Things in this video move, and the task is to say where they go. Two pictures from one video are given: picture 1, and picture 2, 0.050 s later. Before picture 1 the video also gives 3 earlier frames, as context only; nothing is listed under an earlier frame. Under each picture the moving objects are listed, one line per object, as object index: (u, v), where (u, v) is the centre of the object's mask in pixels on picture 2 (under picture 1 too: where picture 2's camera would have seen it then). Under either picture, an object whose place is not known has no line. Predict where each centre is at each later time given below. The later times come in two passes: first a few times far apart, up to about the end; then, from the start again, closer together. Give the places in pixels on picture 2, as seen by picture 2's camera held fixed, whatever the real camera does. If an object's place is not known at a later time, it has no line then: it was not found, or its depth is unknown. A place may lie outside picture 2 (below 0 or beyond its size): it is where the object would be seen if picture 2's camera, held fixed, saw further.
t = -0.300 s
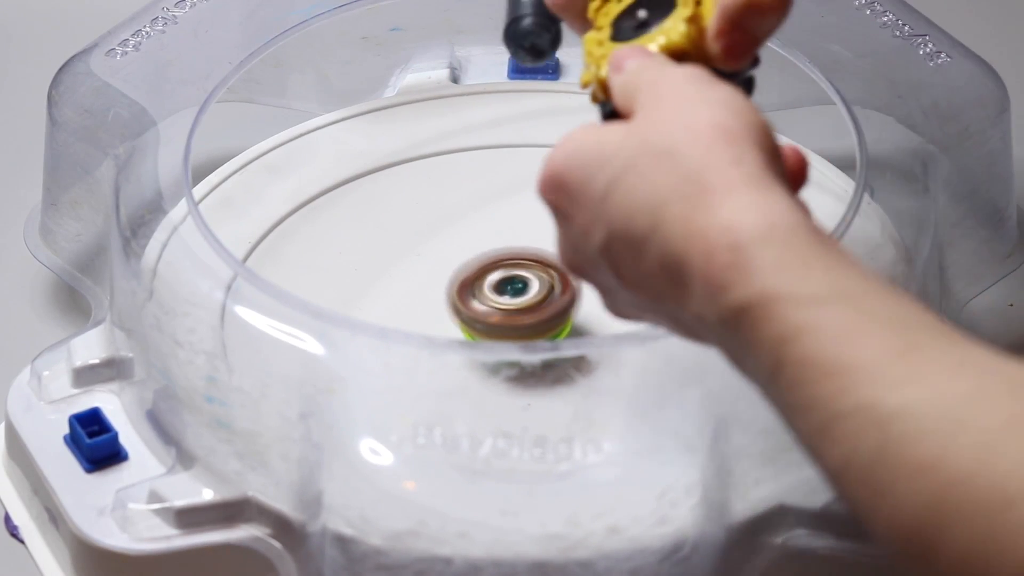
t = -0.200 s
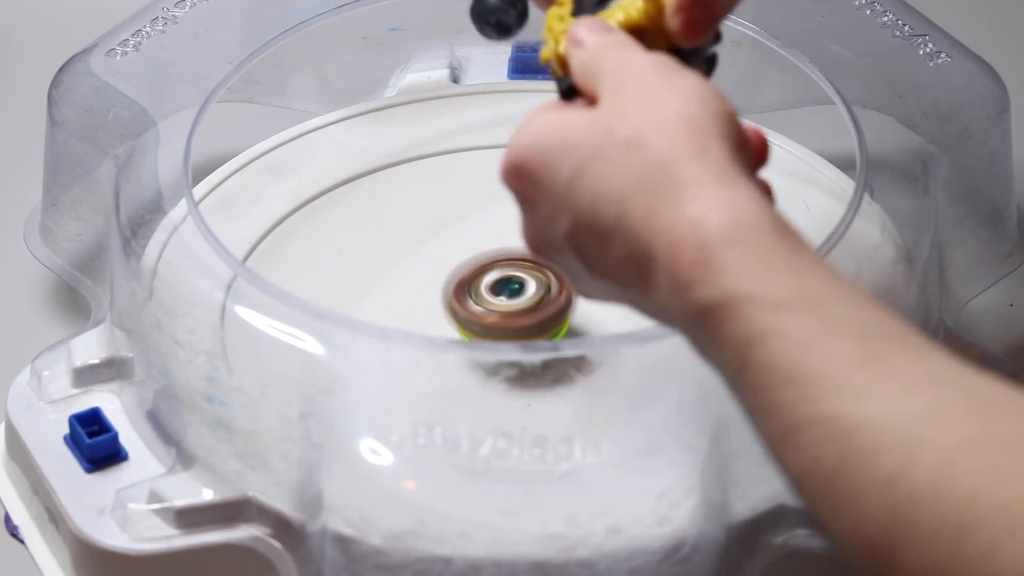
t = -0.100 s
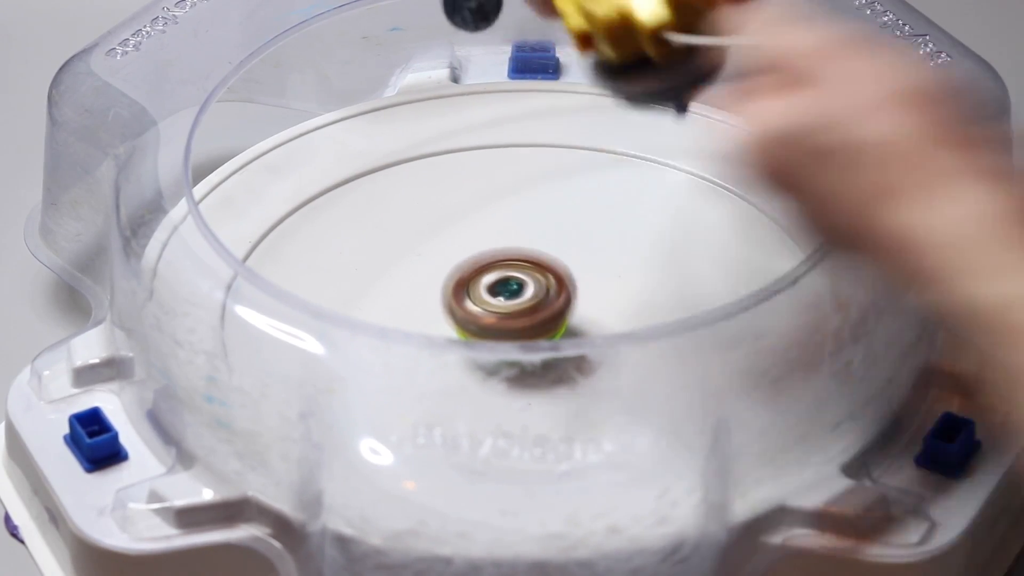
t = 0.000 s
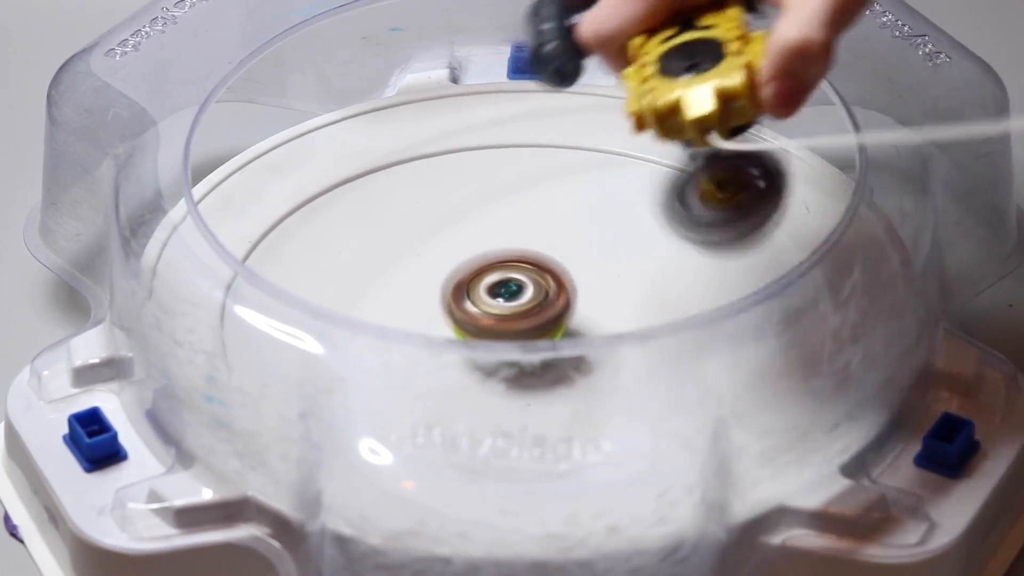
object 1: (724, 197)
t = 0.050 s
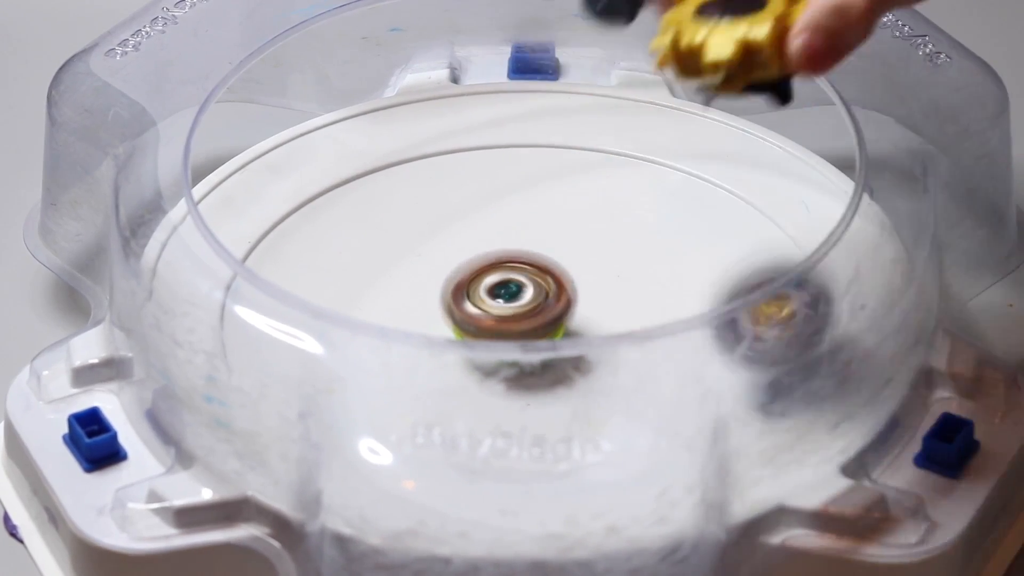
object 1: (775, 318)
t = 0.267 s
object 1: (587, 362)
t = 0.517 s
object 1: (506, 174)
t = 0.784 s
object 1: (763, 209)
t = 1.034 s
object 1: (700, 367)
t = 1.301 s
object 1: (500, 229)
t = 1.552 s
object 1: (718, 179)
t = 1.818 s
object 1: (550, 361)
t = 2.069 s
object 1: (338, 163)
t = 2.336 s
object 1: (668, 177)
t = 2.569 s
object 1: (506, 392)
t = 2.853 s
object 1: (273, 212)
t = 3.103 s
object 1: (569, 209)
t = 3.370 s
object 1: (656, 394)
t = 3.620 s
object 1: (341, 370)
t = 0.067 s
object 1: (766, 336)
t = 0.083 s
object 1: (739, 319)
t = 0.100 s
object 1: (713, 306)
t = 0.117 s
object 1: (684, 288)
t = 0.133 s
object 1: (660, 290)
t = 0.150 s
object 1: (635, 296)
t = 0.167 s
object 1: (604, 304)
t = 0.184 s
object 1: (586, 332)
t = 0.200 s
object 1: (598, 359)
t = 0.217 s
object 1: (598, 360)
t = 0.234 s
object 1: (596, 358)
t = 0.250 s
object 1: (593, 361)
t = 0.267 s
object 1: (587, 362)
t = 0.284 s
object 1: (579, 359)
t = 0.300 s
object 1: (568, 355)
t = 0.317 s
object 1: (554, 352)
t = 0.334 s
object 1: (546, 341)
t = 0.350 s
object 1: (535, 319)
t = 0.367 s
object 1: (521, 313)
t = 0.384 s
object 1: (510, 306)
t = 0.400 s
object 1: (500, 297)
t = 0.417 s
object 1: (493, 283)
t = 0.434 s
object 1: (487, 264)
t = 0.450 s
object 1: (486, 247)
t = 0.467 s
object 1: (487, 228)
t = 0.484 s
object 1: (491, 210)
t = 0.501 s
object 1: (498, 192)
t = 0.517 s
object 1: (506, 174)
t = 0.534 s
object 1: (518, 157)
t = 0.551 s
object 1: (531, 141)
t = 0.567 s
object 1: (548, 126)
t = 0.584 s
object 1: (565, 113)
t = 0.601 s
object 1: (581, 110)
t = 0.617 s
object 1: (598, 113)
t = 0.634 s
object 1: (615, 121)
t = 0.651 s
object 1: (632, 137)
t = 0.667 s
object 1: (648, 144)
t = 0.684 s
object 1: (667, 152)
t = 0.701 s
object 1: (686, 158)
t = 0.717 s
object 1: (706, 164)
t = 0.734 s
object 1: (723, 172)
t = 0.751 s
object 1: (739, 183)
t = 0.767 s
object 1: (752, 195)
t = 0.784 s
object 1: (763, 209)
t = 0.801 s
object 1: (767, 225)
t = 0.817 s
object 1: (764, 239)
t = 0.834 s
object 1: (758, 252)
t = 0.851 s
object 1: (762, 276)
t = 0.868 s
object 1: (764, 289)
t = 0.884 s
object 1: (762, 302)
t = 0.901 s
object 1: (755, 314)
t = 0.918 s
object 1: (744, 327)
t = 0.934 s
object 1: (729, 338)
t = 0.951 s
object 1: (722, 346)
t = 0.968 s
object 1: (727, 349)
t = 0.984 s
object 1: (727, 353)
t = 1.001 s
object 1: (721, 355)
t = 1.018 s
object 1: (713, 363)
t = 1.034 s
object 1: (700, 367)
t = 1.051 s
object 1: (683, 368)
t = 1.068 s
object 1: (667, 367)
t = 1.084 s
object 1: (646, 370)
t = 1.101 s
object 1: (623, 368)
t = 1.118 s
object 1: (602, 327)
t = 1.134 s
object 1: (583, 327)
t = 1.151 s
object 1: (565, 325)
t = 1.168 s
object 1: (551, 320)
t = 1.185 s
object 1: (536, 315)
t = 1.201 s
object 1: (523, 309)
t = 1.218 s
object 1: (512, 301)
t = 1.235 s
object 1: (505, 289)
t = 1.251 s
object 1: (499, 274)
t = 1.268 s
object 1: (497, 260)
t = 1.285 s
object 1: (497, 245)
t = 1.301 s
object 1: (500, 229)
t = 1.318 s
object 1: (505, 214)
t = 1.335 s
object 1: (512, 199)
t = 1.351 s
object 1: (523, 184)
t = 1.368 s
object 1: (535, 170)
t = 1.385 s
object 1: (549, 156)
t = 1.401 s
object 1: (565, 144)
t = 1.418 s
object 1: (584, 133)
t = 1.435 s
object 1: (603, 124)
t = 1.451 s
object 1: (624, 118)
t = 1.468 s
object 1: (640, 122)
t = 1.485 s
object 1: (655, 133)
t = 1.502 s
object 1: (670, 151)
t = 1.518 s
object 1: (686, 160)
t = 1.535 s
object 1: (701, 170)
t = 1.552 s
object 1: (718, 179)
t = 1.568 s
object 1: (732, 190)
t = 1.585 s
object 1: (743, 201)
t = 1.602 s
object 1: (751, 214)
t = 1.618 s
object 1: (755, 228)
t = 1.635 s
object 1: (754, 241)
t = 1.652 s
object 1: (749, 253)
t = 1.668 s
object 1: (736, 265)
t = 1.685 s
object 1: (716, 277)
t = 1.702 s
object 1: (709, 294)
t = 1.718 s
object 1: (699, 306)
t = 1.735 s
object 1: (684, 320)
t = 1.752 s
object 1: (663, 336)
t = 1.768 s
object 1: (635, 347)
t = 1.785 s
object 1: (607, 357)
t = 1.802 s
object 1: (579, 361)
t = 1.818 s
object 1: (550, 361)
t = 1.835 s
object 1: (522, 360)
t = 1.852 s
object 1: (495, 356)
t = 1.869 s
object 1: (465, 350)
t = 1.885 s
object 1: (439, 340)
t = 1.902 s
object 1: (421, 312)
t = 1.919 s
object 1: (398, 303)
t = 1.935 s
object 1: (380, 294)
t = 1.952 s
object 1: (362, 282)
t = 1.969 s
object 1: (346, 269)
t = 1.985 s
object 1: (334, 252)
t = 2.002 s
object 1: (329, 234)
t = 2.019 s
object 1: (326, 217)
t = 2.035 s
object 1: (327, 198)
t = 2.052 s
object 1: (331, 180)
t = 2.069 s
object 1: (338, 163)
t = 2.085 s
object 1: (347, 146)
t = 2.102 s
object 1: (367, 136)
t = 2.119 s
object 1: (392, 132)
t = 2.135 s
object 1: (418, 132)
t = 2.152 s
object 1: (441, 126)
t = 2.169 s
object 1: (465, 122)
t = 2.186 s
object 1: (490, 118)
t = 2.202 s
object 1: (513, 117)
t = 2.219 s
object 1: (537, 116)
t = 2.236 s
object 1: (558, 118)
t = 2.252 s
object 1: (580, 122)
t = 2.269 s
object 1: (601, 129)
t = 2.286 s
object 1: (621, 138)
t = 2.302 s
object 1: (639, 149)
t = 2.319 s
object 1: (655, 162)
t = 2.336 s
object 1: (668, 177)
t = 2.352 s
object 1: (678, 193)
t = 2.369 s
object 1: (683, 211)
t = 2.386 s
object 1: (687, 229)
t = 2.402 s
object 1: (686, 247)
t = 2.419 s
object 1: (682, 267)
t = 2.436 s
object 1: (672, 280)
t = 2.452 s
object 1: (659, 293)
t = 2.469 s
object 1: (644, 304)
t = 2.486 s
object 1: (624, 313)
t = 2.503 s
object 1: (611, 349)
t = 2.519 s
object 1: (589, 357)
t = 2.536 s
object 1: (566, 384)
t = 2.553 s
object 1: (530, 389)
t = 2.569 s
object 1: (506, 392)
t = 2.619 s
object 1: (419, 399)
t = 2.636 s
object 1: (383, 384)
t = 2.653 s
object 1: (356, 377)
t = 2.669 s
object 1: (330, 368)
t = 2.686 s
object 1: (304, 356)
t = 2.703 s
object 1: (280, 346)
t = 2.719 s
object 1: (263, 328)
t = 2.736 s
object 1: (251, 316)
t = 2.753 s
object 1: (232, 299)
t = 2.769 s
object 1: (233, 279)
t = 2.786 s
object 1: (242, 265)
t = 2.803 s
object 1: (250, 258)
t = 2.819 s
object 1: (266, 239)
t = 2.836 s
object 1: (267, 226)
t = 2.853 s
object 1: (273, 212)
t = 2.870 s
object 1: (286, 200)
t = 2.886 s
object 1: (300, 189)
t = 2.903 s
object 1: (315, 181)
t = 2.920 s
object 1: (333, 173)
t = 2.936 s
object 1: (353, 167)
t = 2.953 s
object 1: (375, 163)
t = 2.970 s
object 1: (397, 161)
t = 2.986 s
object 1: (419, 161)
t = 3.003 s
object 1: (443, 164)
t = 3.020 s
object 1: (466, 167)
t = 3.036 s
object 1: (489, 173)
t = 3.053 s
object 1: (511, 181)
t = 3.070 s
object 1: (532, 188)
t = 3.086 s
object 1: (552, 200)
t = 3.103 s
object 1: (569, 209)
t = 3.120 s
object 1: (586, 222)
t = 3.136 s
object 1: (601, 234)
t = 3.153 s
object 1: (618, 241)
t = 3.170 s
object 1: (635, 250)
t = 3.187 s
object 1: (650, 260)
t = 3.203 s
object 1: (665, 272)
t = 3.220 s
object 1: (673, 279)
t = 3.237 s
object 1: (678, 287)
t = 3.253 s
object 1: (680, 296)
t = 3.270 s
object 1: (691, 320)
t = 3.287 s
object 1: (692, 334)
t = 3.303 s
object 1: (690, 348)
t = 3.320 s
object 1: (683, 369)
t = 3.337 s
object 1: (673, 377)
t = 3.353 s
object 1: (664, 386)
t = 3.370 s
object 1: (656, 394)
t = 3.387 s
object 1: (635, 399)
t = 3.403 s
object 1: (606, 417)
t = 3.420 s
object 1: (578, 419)
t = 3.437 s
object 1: (556, 423)
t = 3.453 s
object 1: (535, 426)
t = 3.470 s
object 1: (520, 434)
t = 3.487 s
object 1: (498, 429)
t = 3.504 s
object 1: (479, 434)
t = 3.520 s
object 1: (458, 433)
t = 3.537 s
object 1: (435, 429)
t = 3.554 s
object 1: (414, 428)
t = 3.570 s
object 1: (383, 406)
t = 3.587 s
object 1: (367, 392)
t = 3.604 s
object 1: (350, 379)
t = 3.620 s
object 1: (341, 370)
